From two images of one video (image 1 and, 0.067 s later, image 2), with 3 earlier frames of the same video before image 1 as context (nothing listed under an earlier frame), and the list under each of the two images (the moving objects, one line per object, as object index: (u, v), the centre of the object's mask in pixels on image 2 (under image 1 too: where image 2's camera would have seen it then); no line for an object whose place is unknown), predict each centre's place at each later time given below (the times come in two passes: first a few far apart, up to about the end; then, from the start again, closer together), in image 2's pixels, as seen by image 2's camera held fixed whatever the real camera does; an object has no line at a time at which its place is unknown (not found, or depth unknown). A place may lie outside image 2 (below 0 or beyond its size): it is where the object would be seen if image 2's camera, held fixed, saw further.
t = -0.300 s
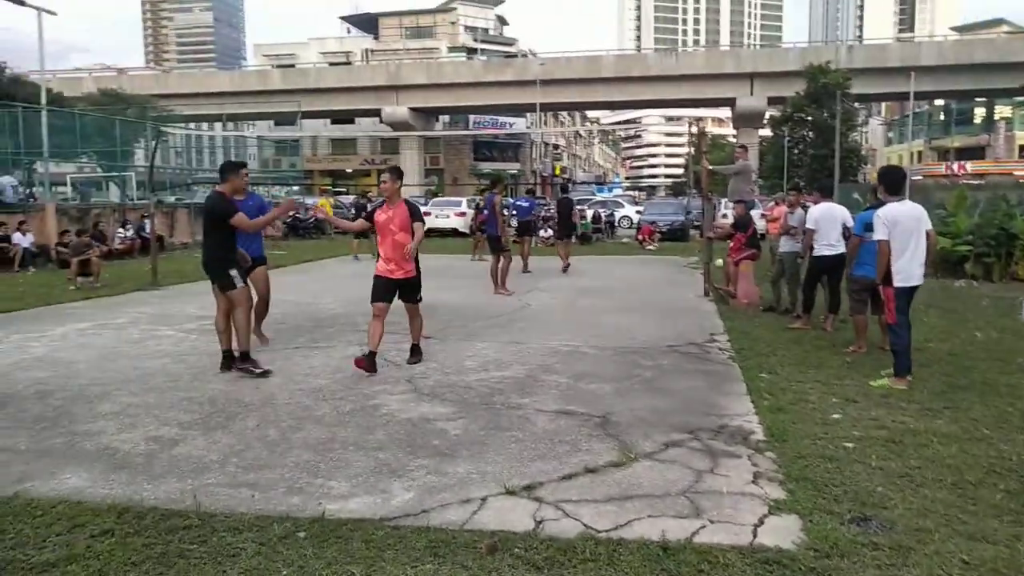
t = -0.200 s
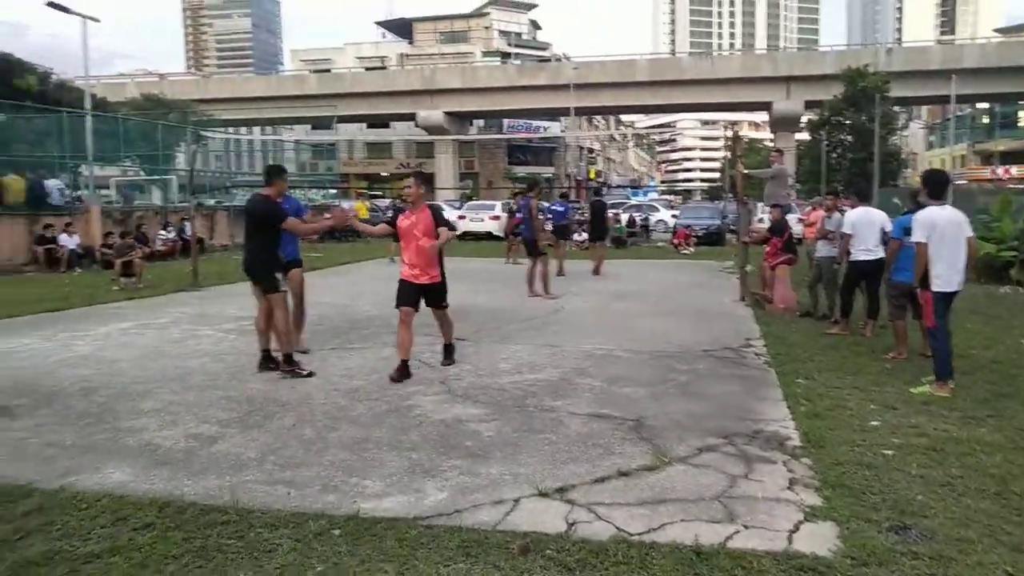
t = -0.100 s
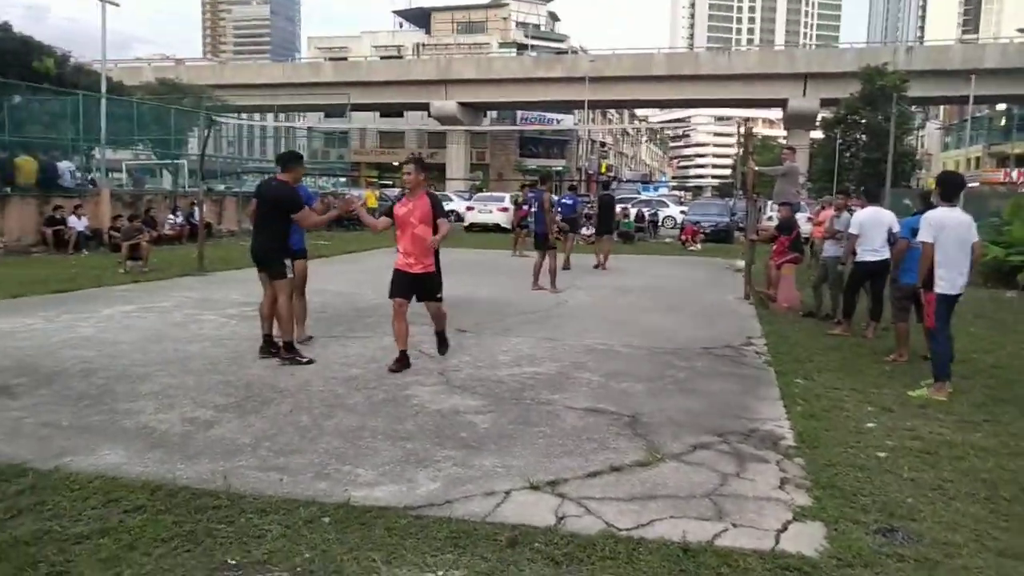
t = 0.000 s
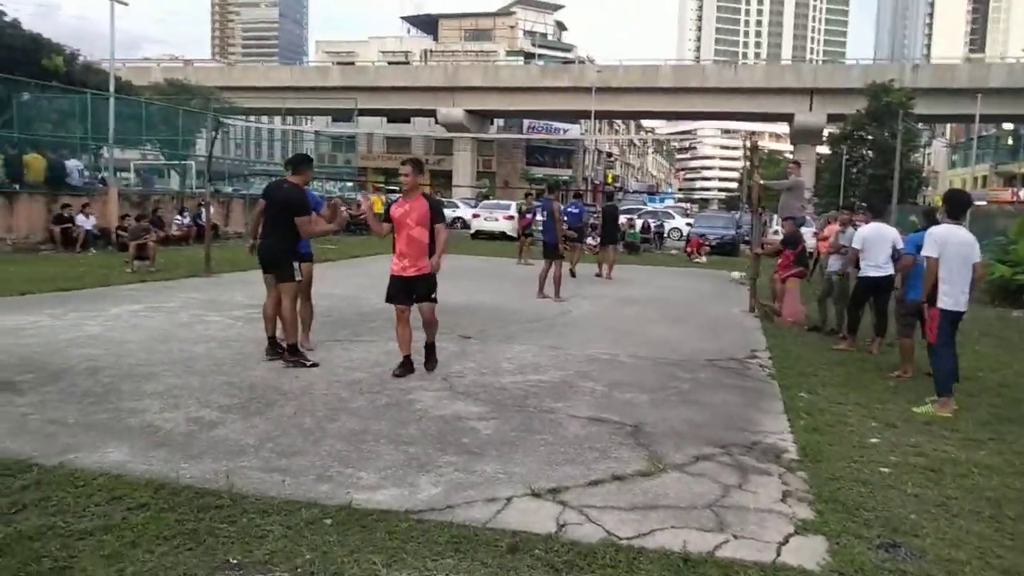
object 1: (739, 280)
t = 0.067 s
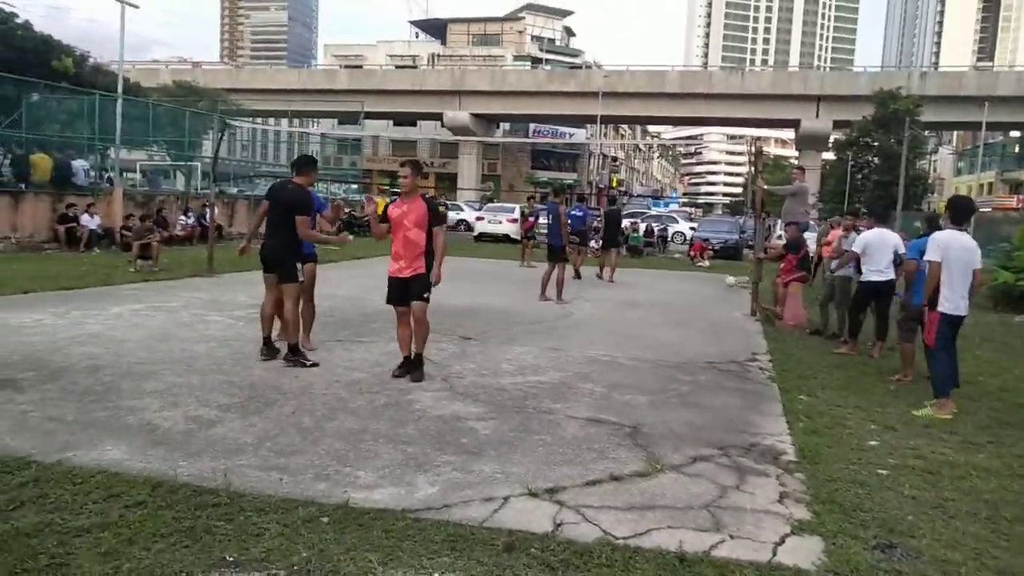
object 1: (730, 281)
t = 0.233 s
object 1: (709, 284)
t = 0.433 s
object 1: (682, 286)
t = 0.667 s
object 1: (650, 290)
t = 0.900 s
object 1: (614, 293)
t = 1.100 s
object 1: (578, 299)
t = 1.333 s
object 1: (532, 304)
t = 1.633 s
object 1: (459, 312)
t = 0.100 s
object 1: (726, 283)
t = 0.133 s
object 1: (721, 286)
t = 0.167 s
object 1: (717, 286)
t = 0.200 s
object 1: (714, 284)
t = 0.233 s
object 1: (709, 284)
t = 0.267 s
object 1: (705, 284)
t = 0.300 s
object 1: (701, 285)
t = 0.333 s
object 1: (696, 287)
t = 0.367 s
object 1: (692, 289)
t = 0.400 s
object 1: (687, 288)
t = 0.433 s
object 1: (682, 286)
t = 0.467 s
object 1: (678, 286)
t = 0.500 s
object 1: (674, 287)
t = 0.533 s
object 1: (669, 287)
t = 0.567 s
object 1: (664, 289)
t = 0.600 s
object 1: (659, 292)
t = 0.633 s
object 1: (655, 291)
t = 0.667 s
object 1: (650, 290)
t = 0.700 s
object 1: (645, 289)
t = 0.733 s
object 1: (640, 290)
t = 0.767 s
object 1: (635, 290)
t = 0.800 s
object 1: (630, 292)
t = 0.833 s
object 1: (624, 295)
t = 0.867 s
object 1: (619, 295)
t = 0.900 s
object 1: (614, 293)
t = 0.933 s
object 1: (608, 292)
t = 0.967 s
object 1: (602, 292)
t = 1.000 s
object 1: (597, 292)
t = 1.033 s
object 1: (590, 294)
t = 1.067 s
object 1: (585, 296)
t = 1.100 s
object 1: (578, 299)
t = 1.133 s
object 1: (571, 300)
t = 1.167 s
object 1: (566, 298)
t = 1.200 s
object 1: (559, 298)
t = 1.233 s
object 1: (553, 299)
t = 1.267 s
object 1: (546, 301)
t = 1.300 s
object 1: (538, 303)
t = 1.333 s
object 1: (532, 304)
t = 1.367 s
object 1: (525, 304)
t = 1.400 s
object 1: (518, 304)
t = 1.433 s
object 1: (510, 304)
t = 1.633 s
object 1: (459, 312)
